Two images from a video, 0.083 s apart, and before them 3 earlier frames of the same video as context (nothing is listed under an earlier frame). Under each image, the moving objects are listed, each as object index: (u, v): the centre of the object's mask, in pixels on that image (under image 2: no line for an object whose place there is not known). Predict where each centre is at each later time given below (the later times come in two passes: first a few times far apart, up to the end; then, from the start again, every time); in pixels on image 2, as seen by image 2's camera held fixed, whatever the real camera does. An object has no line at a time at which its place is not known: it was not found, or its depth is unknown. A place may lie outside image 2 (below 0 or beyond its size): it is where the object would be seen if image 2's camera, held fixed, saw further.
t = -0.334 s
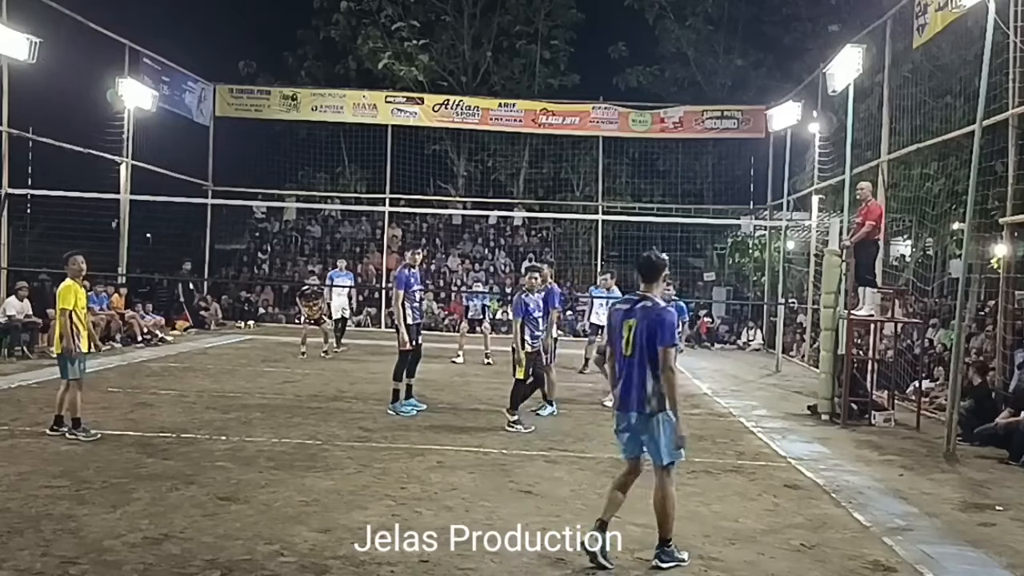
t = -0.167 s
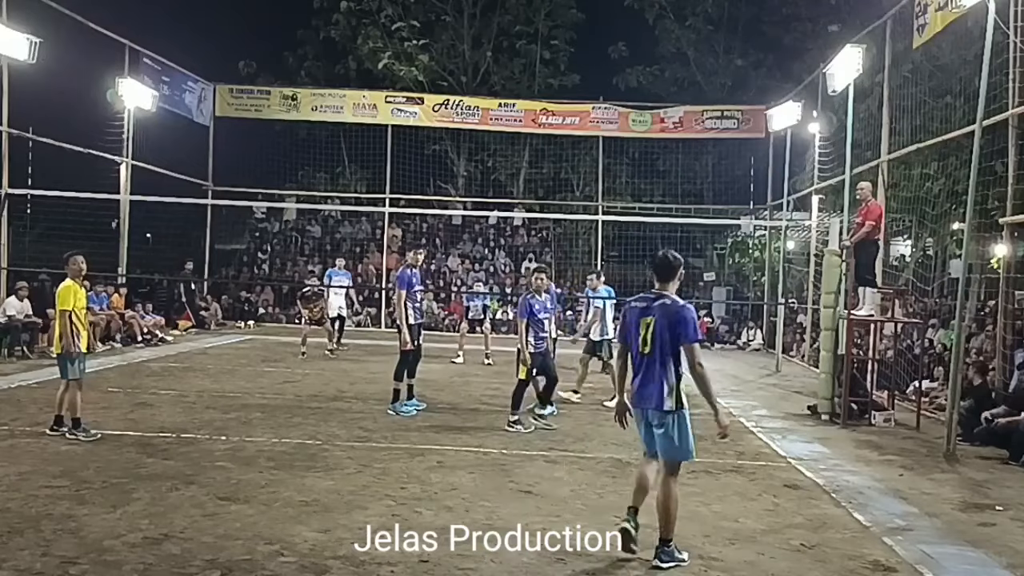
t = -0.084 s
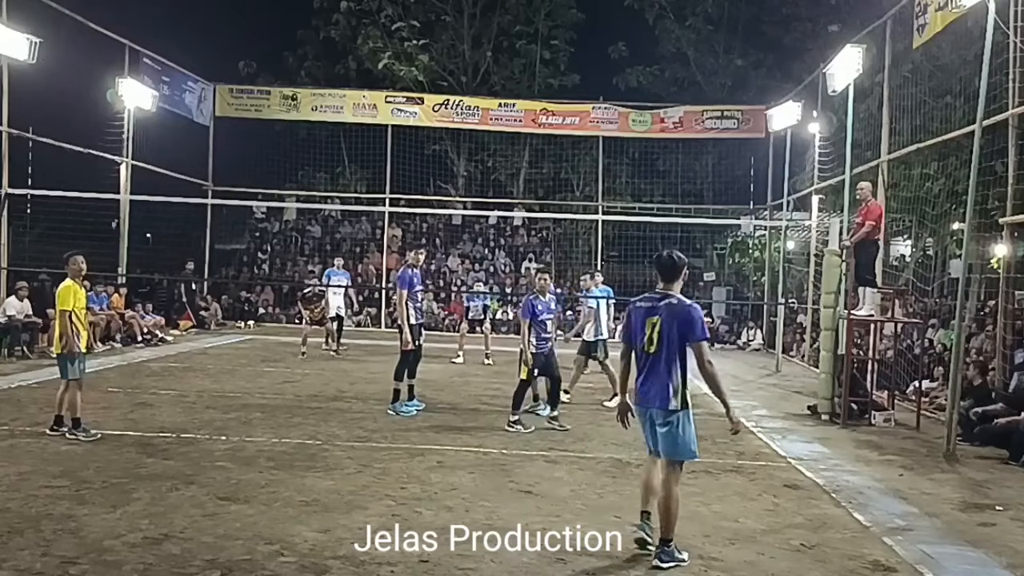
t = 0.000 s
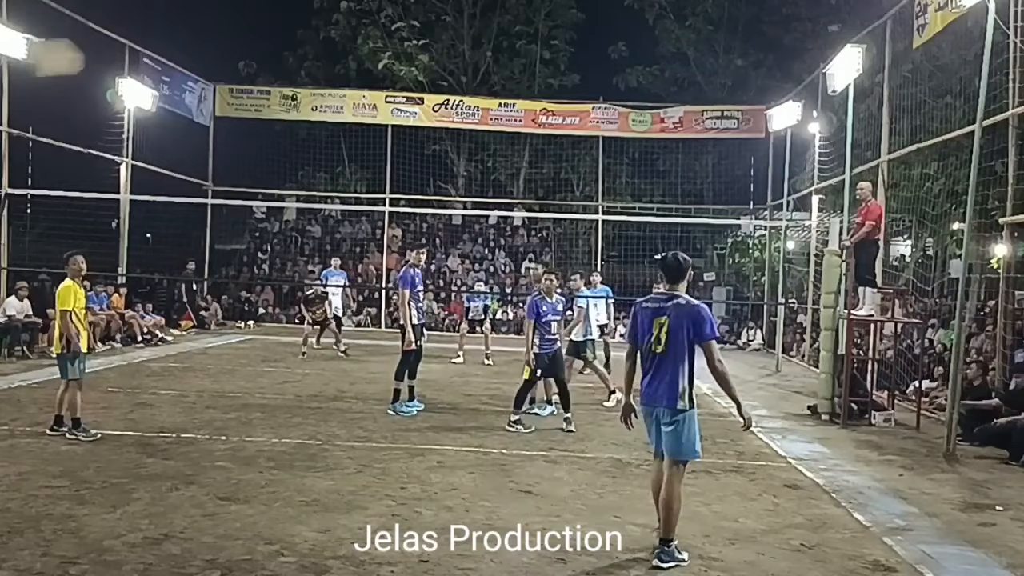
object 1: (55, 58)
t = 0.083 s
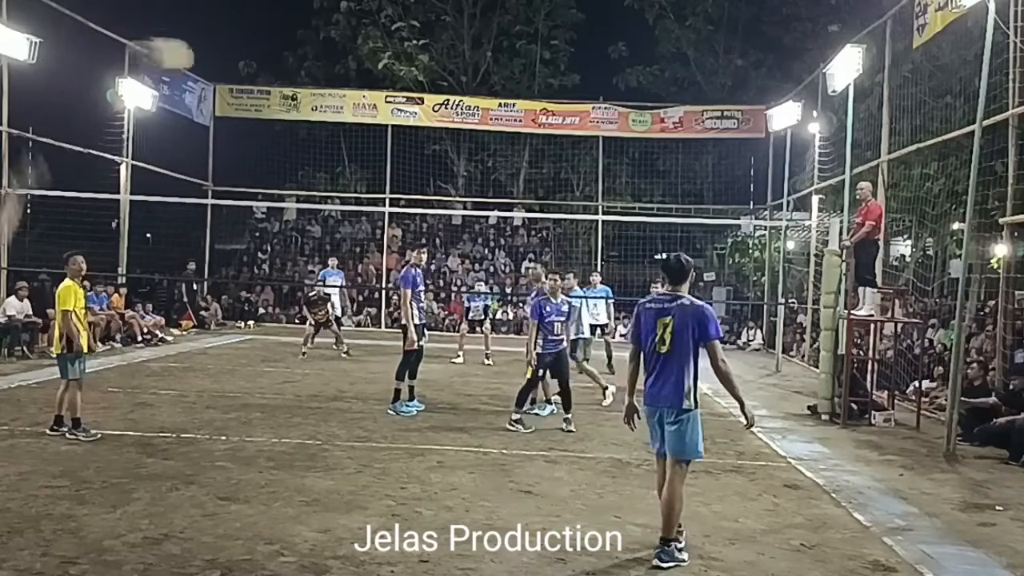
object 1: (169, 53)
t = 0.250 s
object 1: (330, 75)
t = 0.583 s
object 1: (468, 159)
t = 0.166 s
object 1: (277, 64)
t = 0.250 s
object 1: (330, 75)
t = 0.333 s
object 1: (390, 96)
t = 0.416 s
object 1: (418, 112)
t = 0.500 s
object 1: (450, 140)
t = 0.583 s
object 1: (468, 159)
